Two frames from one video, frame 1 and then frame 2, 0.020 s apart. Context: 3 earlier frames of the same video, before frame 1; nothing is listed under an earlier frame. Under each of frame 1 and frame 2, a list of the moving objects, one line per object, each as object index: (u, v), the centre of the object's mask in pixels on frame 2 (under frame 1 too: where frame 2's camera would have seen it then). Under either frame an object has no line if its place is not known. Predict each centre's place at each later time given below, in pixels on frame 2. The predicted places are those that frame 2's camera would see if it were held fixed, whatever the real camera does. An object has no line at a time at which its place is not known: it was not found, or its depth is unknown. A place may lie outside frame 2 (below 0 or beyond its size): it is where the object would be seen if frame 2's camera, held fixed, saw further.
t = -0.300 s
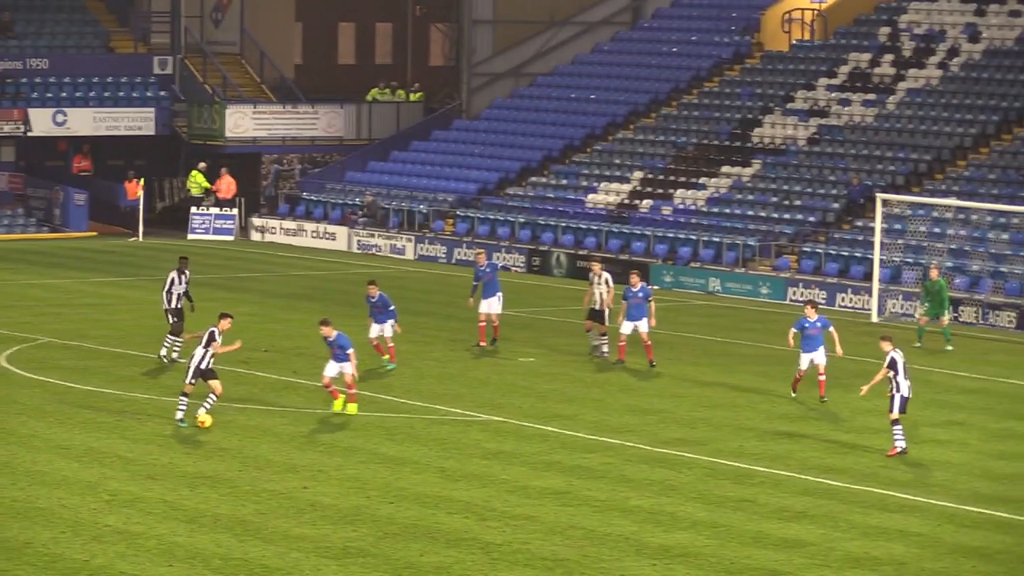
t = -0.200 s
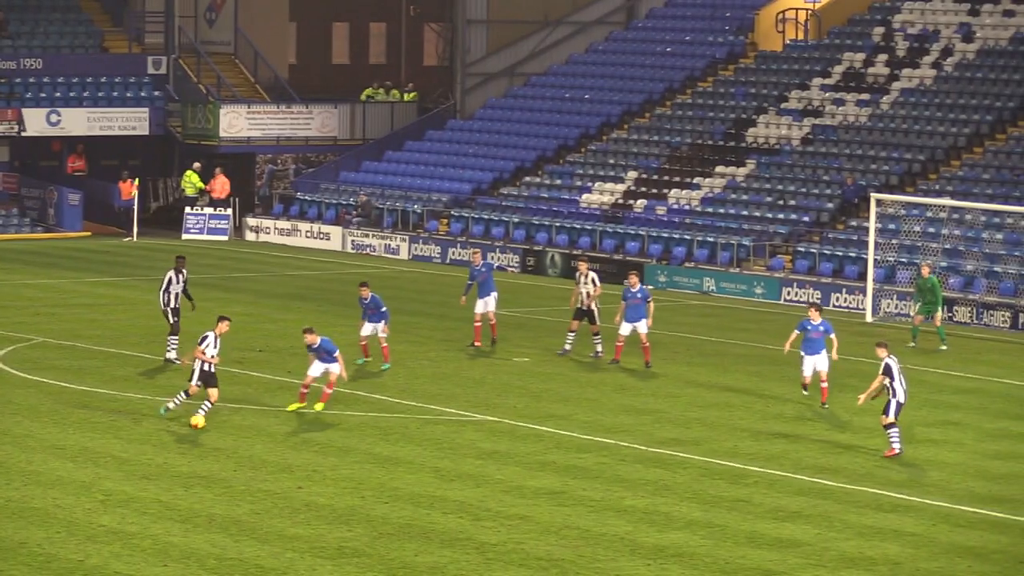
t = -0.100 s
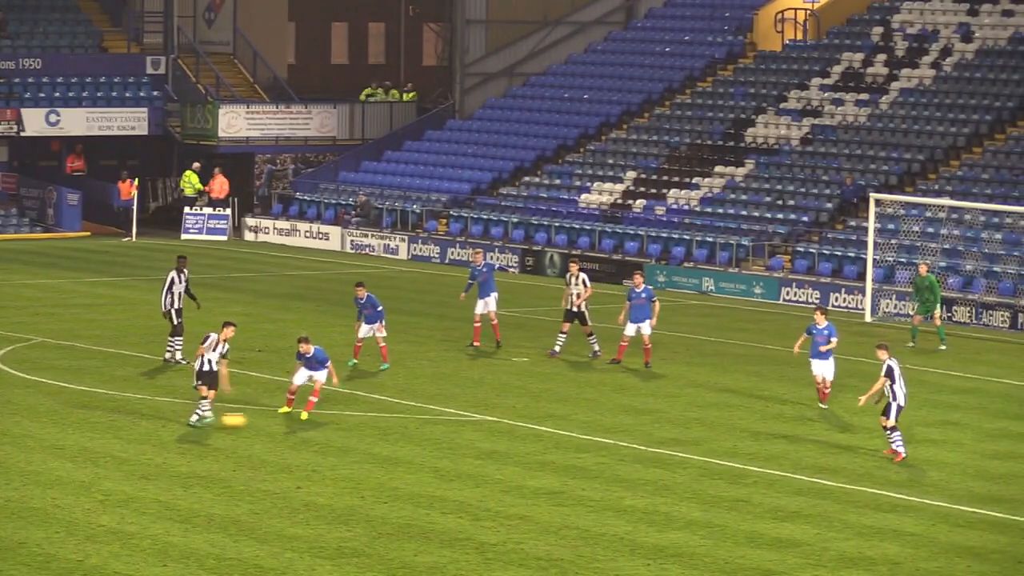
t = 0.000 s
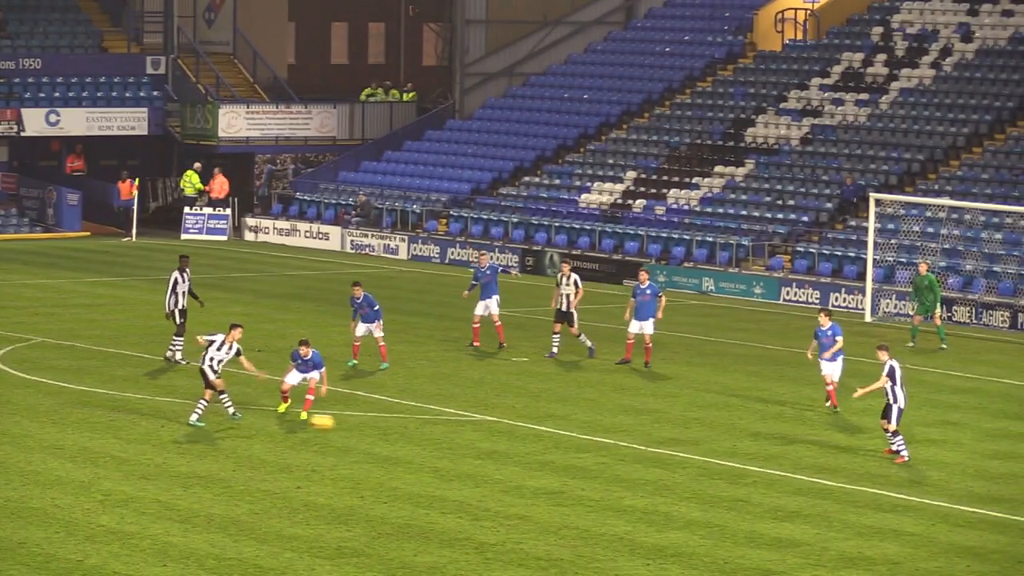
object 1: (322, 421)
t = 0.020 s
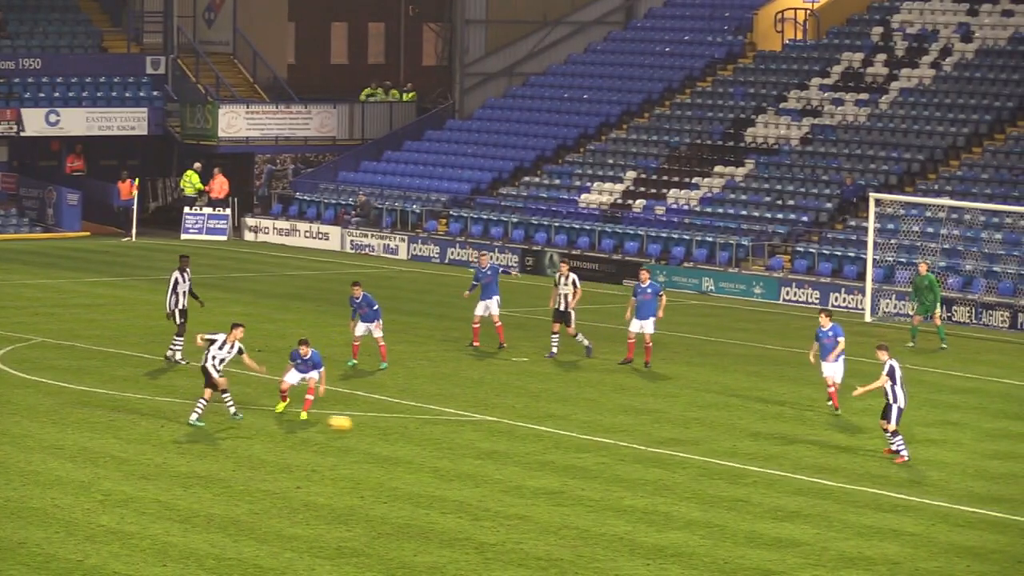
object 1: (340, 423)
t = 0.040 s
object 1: (358, 425)
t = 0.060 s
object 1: (375, 426)
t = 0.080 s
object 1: (392, 428)
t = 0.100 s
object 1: (410, 431)
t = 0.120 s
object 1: (427, 433)
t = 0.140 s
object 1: (444, 435)
